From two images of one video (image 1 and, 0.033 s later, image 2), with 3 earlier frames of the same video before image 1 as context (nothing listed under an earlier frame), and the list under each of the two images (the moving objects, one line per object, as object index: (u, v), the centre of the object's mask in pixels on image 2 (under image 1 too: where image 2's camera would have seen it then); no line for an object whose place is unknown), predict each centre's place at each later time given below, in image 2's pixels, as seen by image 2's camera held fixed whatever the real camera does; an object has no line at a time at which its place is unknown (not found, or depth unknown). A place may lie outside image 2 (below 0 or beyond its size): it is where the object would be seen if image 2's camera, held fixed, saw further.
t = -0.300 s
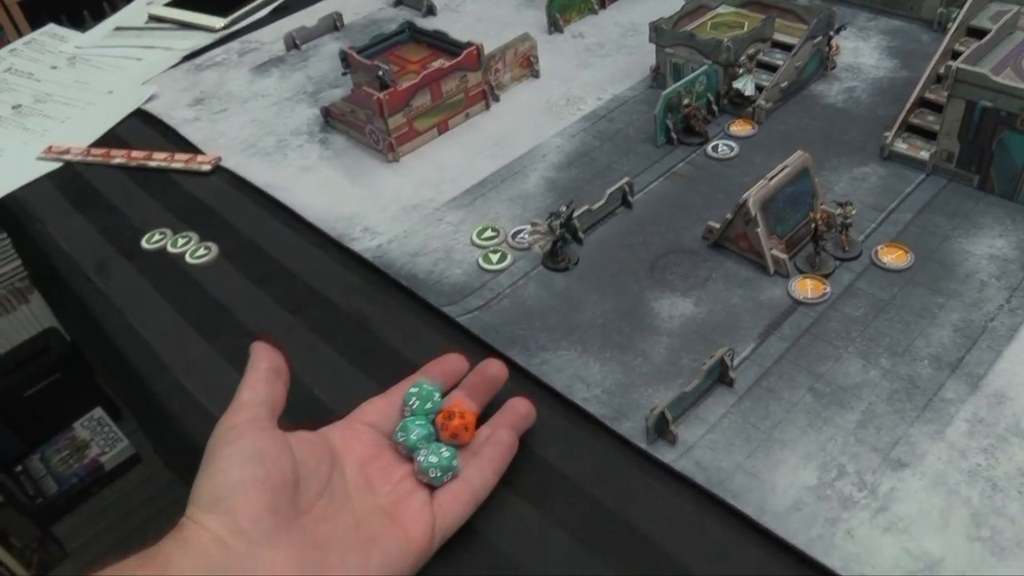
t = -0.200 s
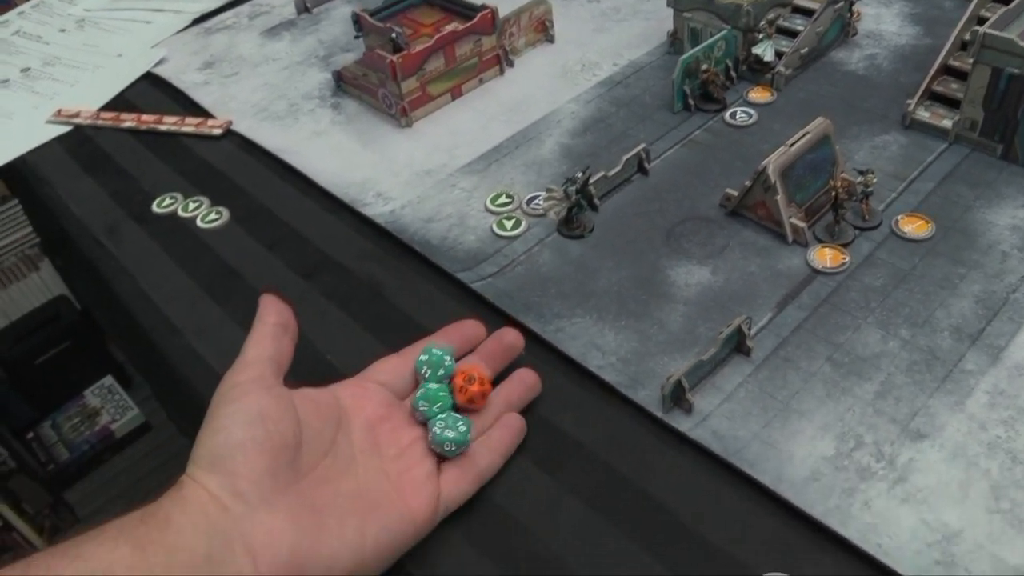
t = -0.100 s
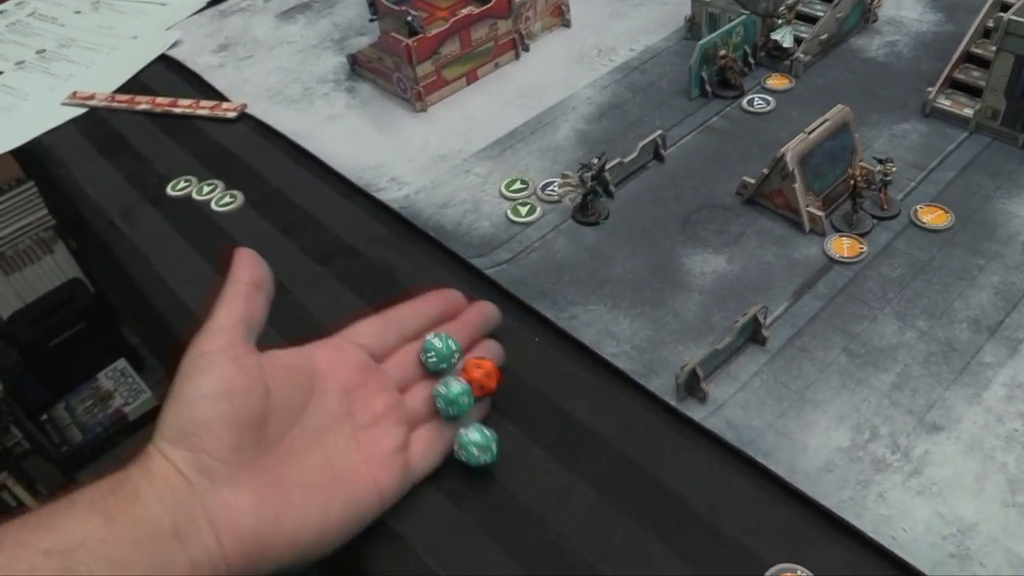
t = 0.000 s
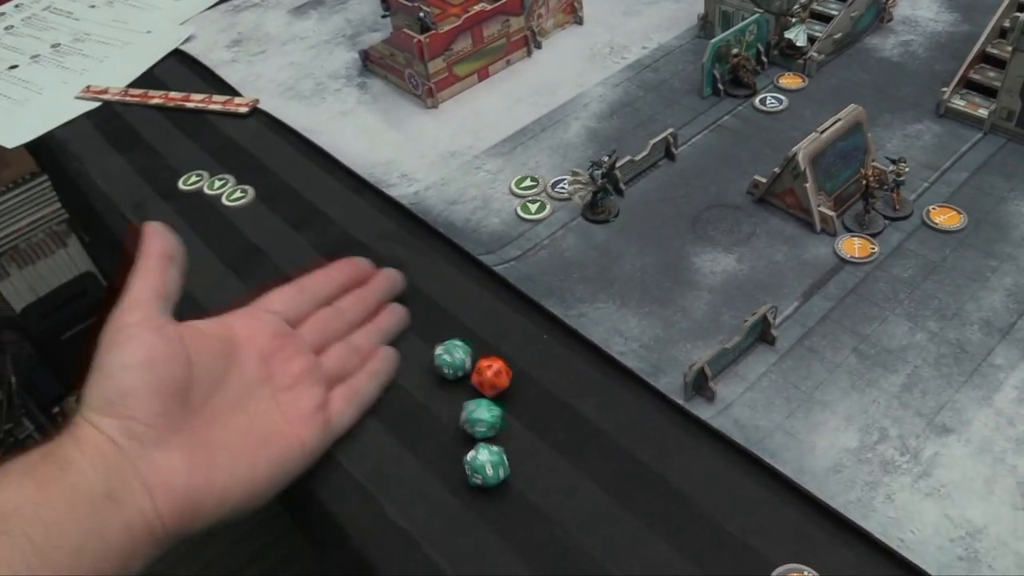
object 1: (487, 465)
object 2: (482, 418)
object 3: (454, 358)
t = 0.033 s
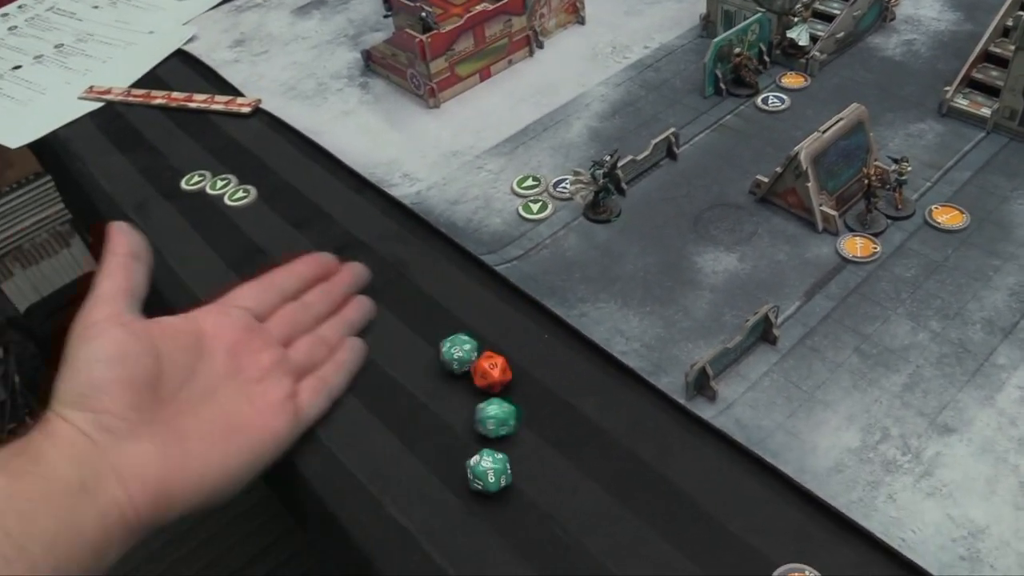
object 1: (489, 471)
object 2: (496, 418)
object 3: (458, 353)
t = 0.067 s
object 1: (488, 474)
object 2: (508, 418)
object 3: (462, 348)
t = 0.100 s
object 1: (488, 474)
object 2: (520, 418)
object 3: (465, 343)
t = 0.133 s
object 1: (488, 474)
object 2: (529, 418)
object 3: (468, 340)
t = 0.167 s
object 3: (469, 336)
